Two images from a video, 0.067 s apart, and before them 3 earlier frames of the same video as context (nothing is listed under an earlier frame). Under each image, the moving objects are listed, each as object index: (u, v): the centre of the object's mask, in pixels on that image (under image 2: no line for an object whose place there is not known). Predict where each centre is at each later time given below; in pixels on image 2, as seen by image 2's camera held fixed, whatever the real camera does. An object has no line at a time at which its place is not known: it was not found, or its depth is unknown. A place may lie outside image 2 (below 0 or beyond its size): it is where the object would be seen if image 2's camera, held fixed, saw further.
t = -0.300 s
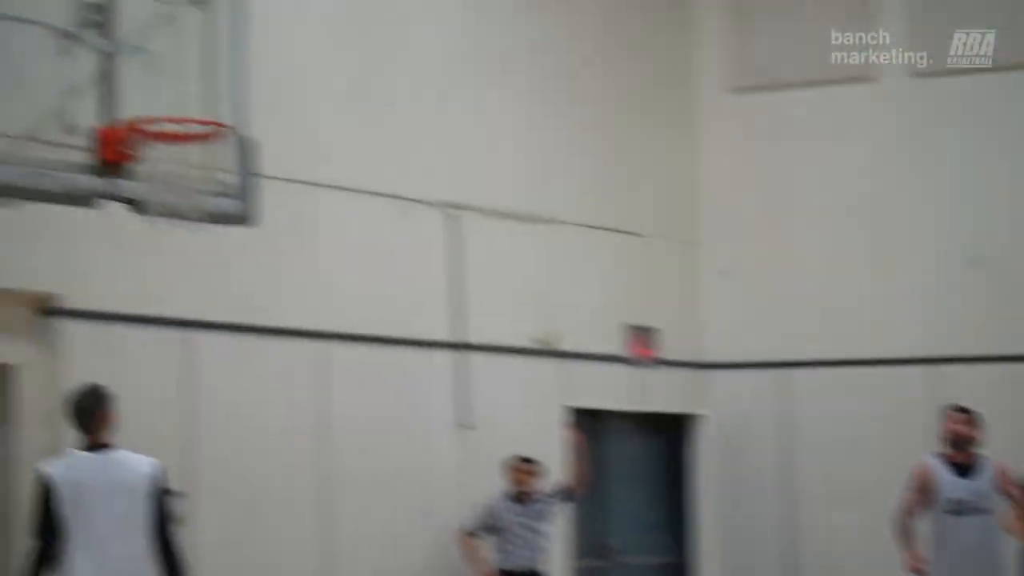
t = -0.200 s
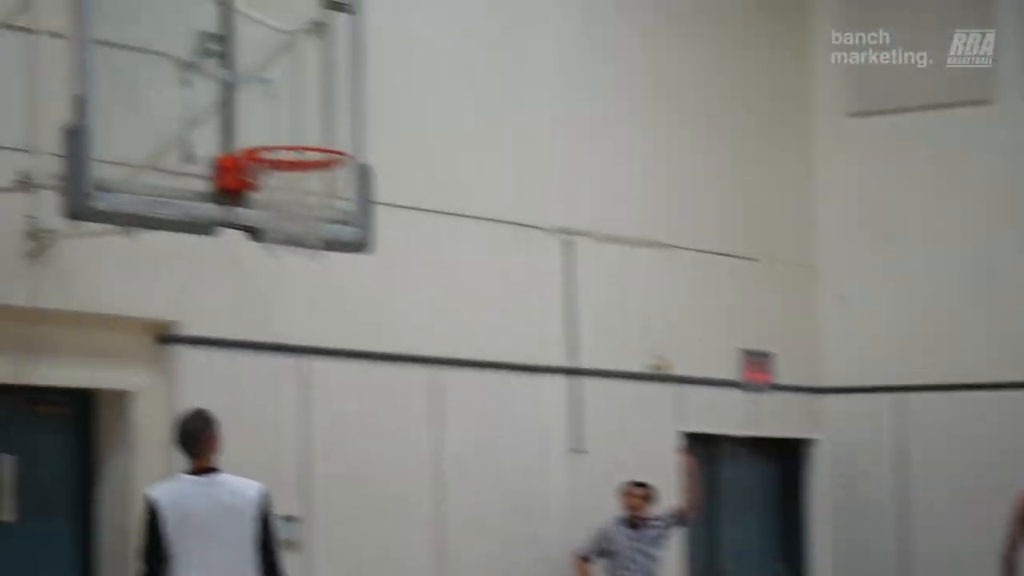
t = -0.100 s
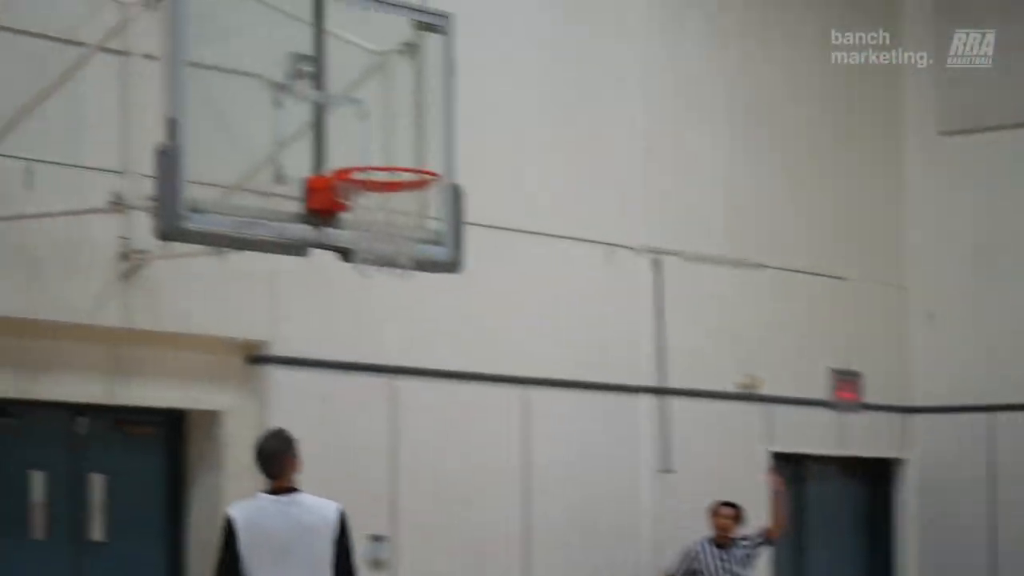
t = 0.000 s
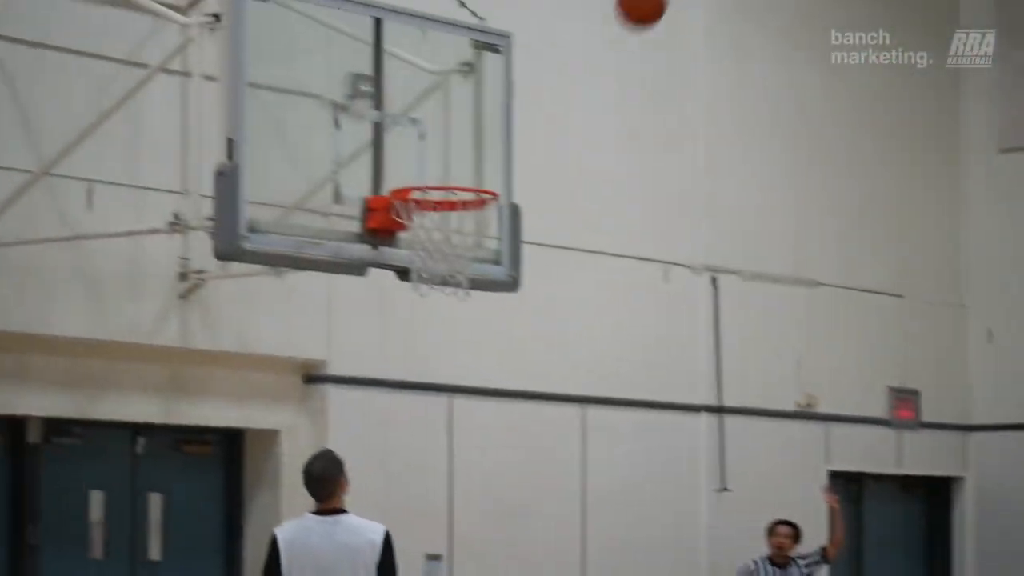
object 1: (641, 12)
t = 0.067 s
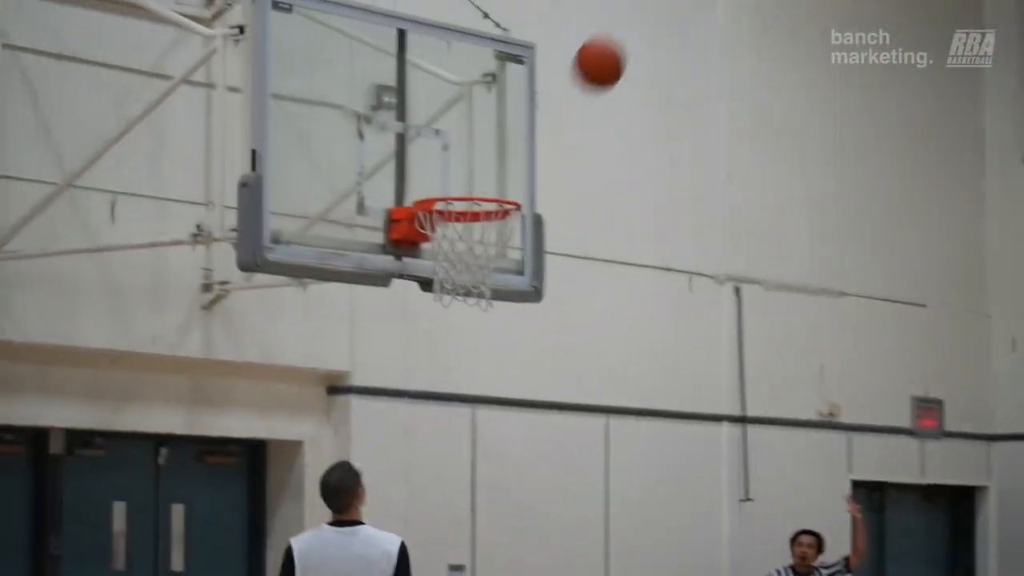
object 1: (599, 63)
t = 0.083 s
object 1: (583, 77)
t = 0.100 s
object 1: (567, 91)
